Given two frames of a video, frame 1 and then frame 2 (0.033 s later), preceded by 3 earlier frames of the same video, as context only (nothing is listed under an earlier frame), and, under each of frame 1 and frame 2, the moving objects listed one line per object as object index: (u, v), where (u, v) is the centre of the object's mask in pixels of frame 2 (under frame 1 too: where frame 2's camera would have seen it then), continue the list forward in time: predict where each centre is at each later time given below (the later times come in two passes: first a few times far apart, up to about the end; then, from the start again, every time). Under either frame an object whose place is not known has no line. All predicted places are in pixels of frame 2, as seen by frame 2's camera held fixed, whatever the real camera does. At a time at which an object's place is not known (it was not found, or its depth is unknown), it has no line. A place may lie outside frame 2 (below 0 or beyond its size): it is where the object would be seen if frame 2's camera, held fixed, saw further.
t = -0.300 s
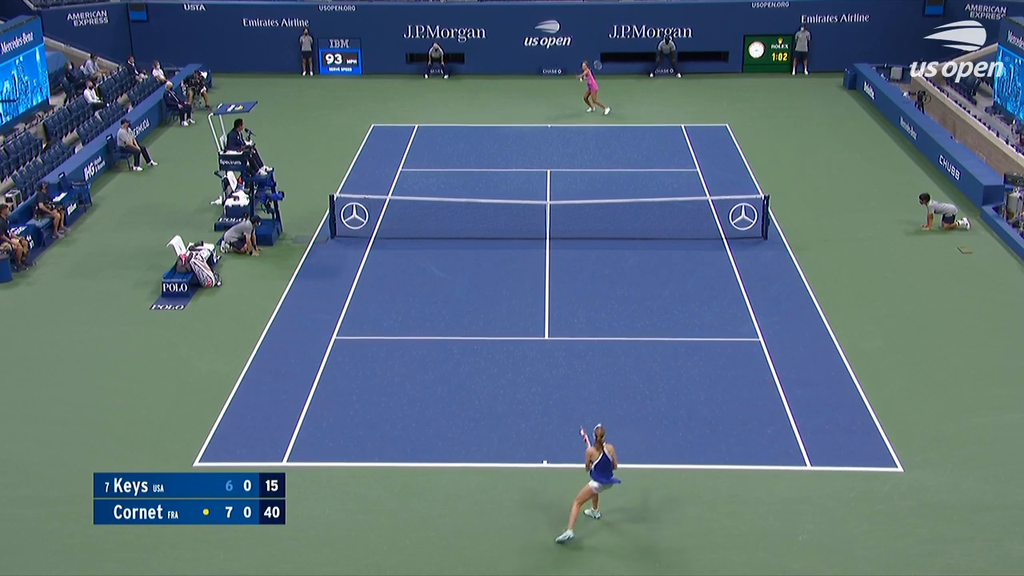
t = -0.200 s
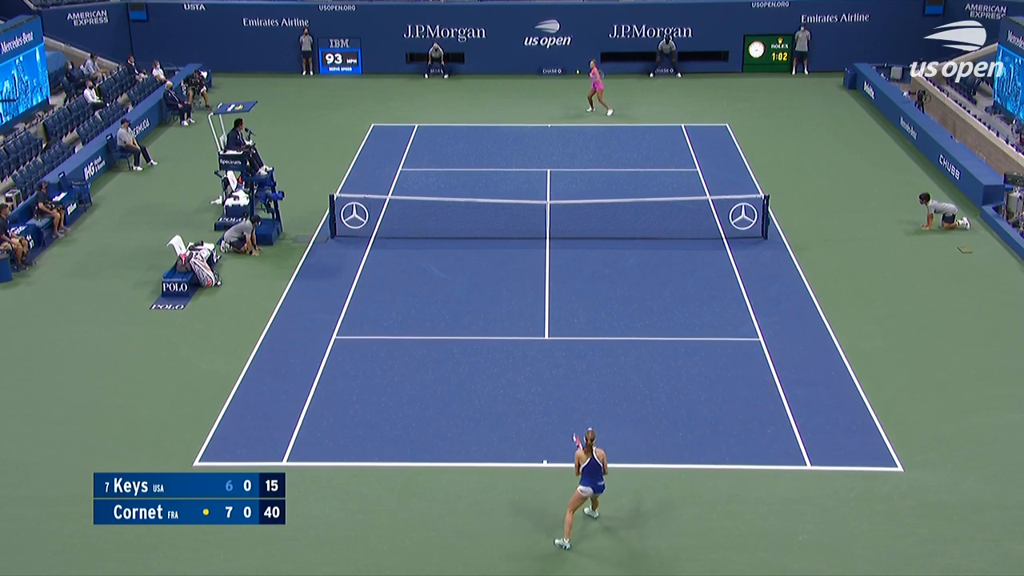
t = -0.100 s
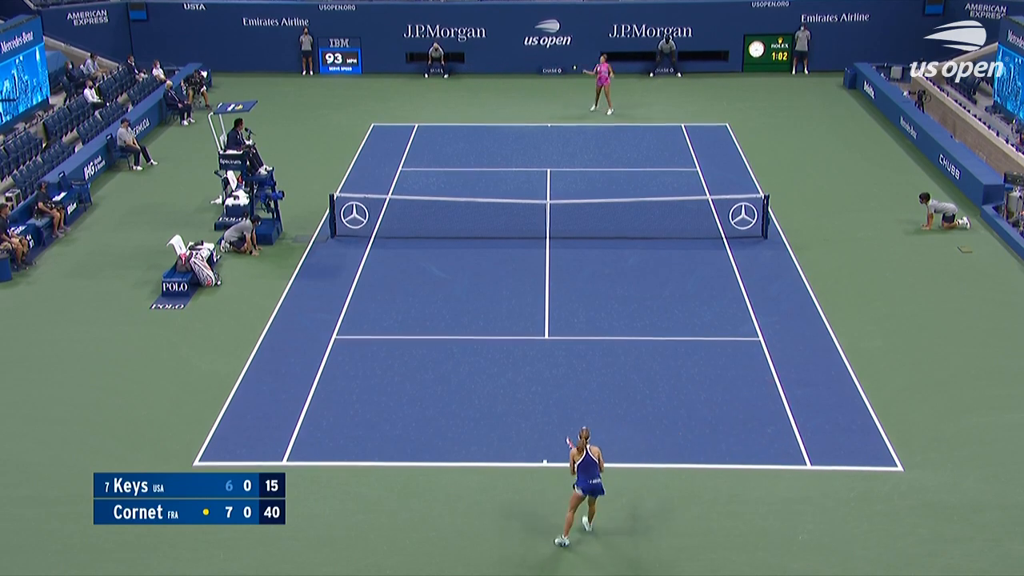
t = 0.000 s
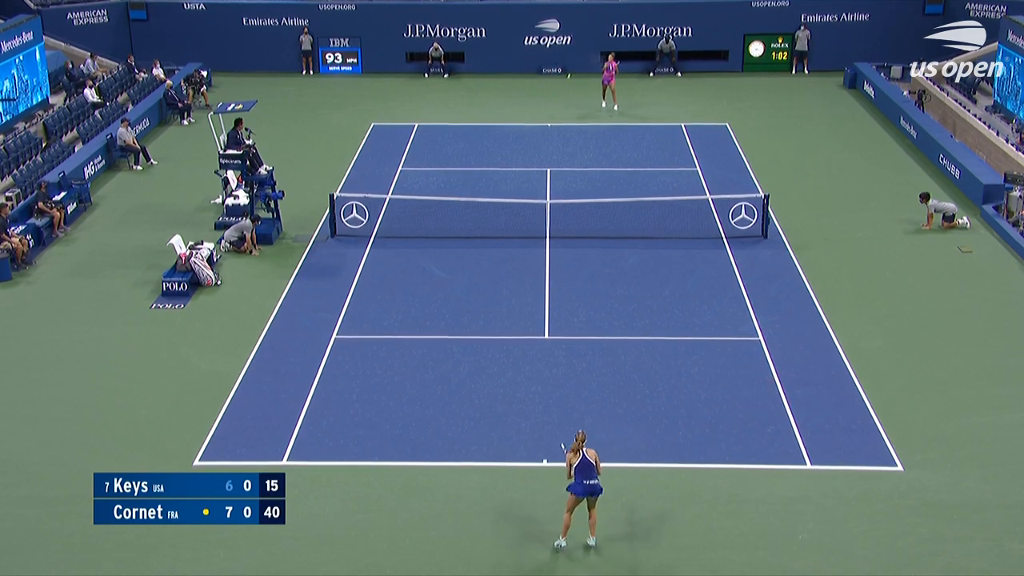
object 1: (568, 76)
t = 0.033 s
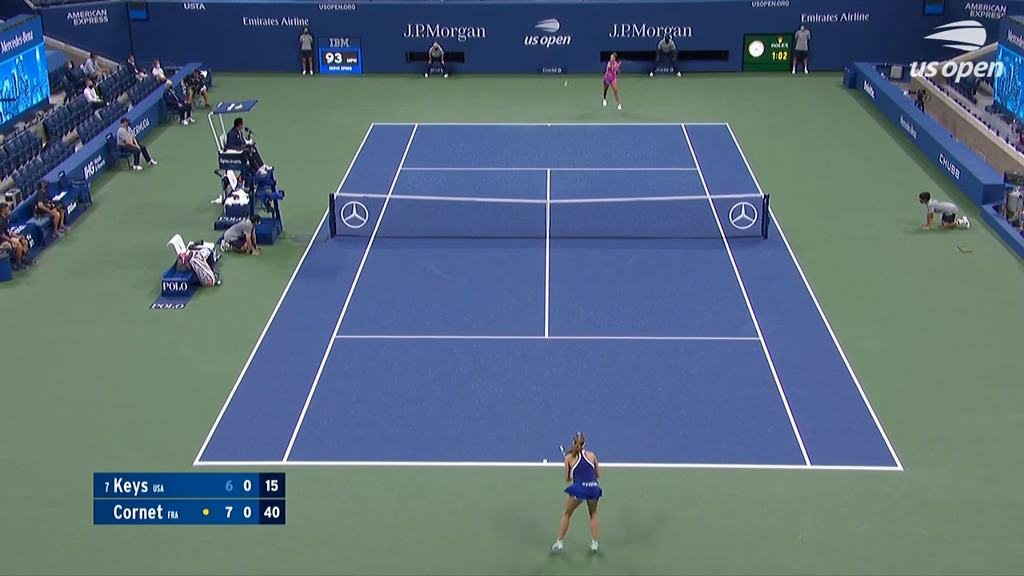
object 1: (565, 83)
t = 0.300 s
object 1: (534, 172)
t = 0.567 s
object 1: (489, 318)
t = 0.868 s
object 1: (438, 374)
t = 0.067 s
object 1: (562, 92)
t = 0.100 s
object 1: (559, 101)
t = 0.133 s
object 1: (555, 111)
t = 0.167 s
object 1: (551, 122)
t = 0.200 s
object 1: (548, 130)
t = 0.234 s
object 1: (543, 145)
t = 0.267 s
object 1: (538, 158)
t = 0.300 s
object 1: (534, 172)
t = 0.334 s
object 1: (530, 187)
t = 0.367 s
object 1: (524, 204)
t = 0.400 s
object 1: (520, 220)
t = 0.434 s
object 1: (514, 238)
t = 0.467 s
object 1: (508, 258)
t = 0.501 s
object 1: (503, 278)
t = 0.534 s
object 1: (496, 301)
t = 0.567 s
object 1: (489, 318)
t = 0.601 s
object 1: (485, 320)
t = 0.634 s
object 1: (480, 324)
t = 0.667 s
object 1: (475, 328)
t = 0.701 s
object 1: (469, 333)
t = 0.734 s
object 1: (463, 340)
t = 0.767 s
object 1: (458, 344)
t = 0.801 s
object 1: (450, 354)
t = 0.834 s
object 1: (445, 364)
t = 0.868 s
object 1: (438, 374)
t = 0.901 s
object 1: (431, 386)
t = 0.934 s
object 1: (423, 399)
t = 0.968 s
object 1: (416, 412)
